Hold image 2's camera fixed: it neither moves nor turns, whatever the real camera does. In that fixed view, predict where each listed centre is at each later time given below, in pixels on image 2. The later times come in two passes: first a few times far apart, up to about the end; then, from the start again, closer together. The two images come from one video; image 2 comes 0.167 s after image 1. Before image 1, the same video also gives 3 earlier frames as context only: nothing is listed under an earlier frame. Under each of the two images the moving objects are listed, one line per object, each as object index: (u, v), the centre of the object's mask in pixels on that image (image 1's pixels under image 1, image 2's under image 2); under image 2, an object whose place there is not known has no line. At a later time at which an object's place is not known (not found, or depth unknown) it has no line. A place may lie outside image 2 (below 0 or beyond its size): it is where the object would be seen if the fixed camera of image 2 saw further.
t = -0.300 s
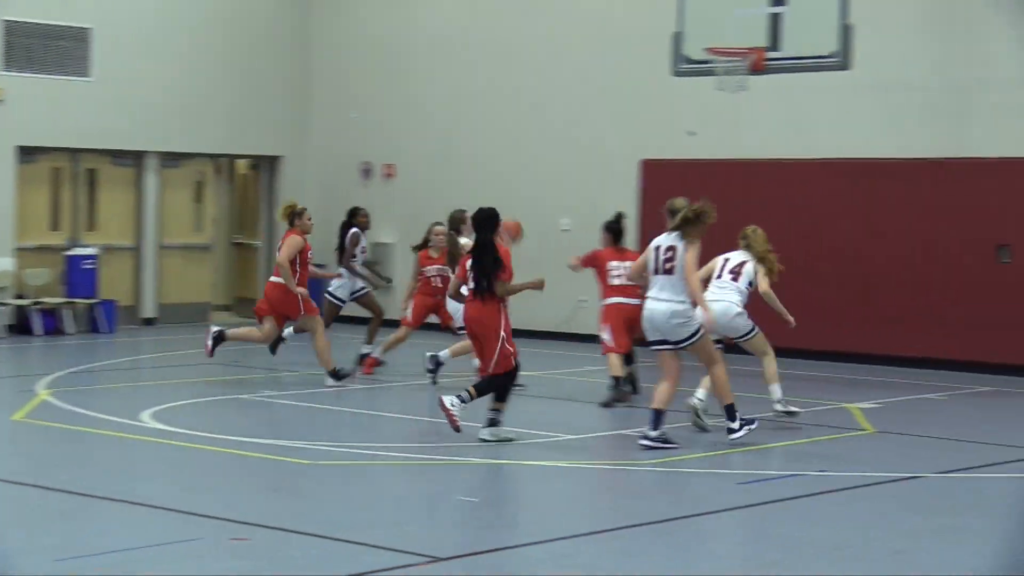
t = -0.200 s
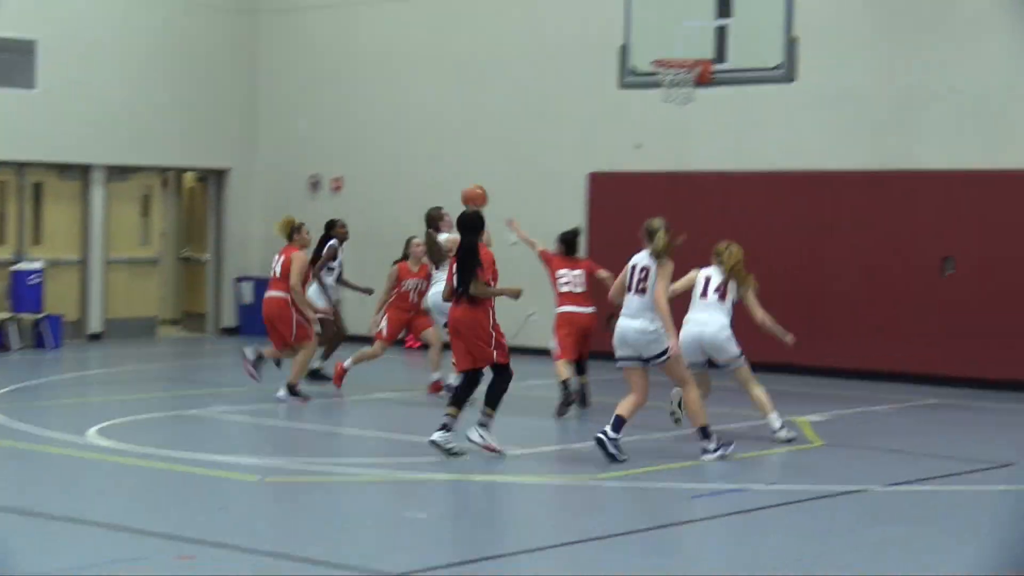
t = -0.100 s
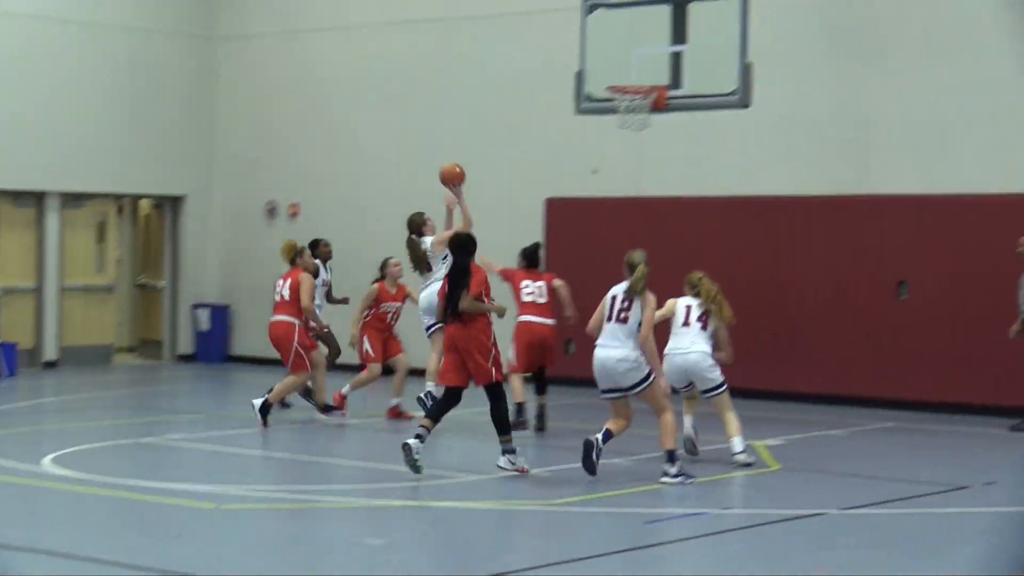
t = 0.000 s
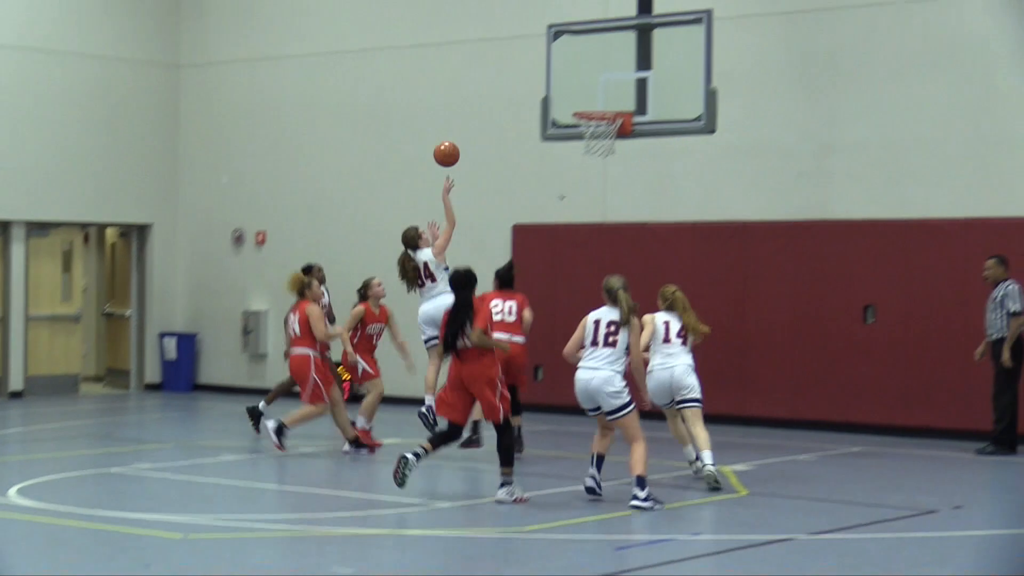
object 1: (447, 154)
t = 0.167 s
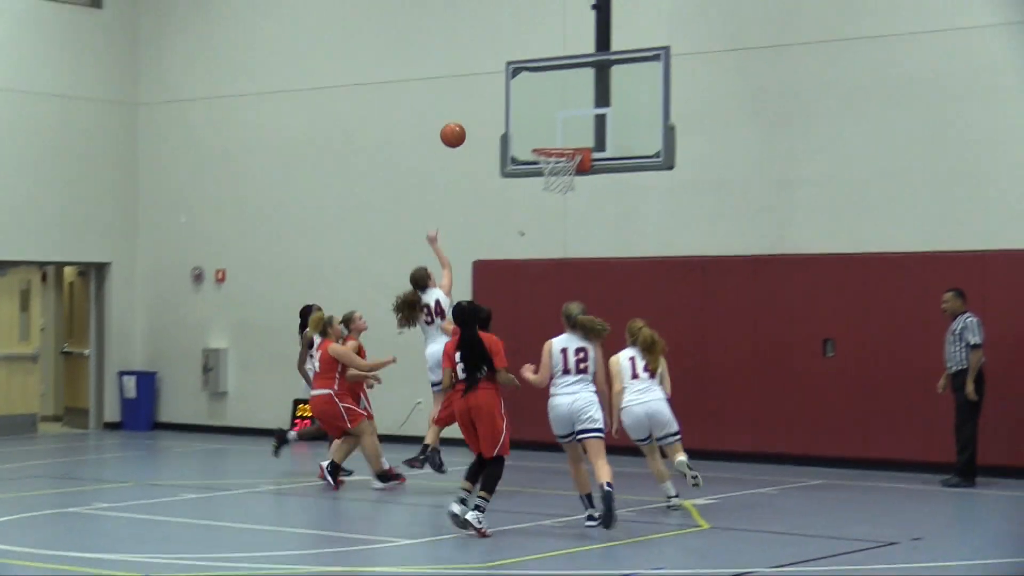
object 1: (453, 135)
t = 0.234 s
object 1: (471, 121)
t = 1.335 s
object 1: (565, 142)
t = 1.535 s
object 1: (552, 185)
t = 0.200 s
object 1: (462, 128)
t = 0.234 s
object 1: (471, 121)
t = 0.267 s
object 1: (480, 116)
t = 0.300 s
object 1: (489, 113)
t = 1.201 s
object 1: (570, 134)
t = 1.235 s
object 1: (569, 137)
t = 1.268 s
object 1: (569, 139)
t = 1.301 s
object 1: (567, 140)
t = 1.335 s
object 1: (565, 142)
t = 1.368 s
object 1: (562, 144)
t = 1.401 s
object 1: (558, 152)
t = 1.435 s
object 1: (558, 158)
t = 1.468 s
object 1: (556, 167)
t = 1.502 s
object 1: (553, 176)
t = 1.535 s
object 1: (552, 185)
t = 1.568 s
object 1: (551, 197)
